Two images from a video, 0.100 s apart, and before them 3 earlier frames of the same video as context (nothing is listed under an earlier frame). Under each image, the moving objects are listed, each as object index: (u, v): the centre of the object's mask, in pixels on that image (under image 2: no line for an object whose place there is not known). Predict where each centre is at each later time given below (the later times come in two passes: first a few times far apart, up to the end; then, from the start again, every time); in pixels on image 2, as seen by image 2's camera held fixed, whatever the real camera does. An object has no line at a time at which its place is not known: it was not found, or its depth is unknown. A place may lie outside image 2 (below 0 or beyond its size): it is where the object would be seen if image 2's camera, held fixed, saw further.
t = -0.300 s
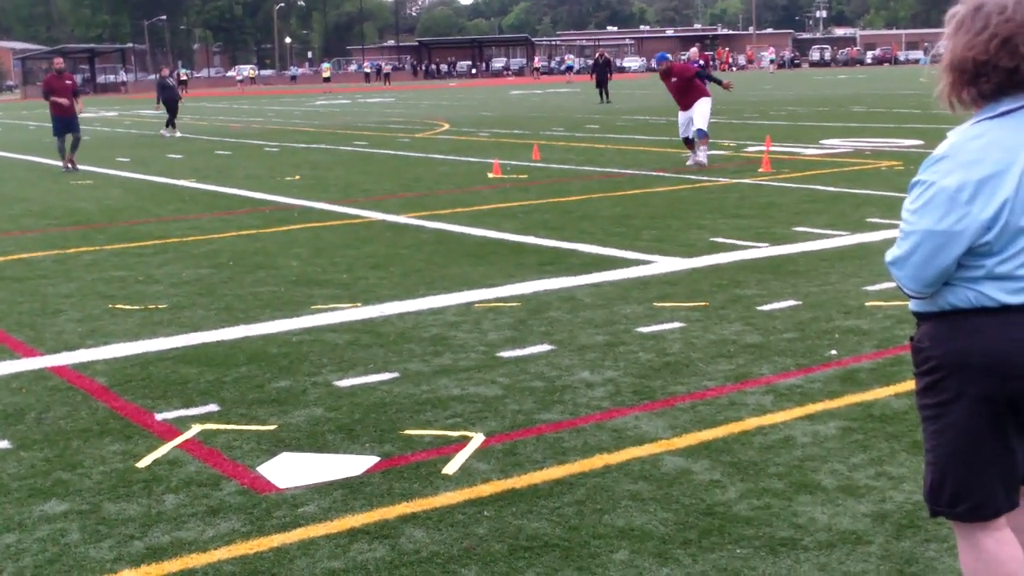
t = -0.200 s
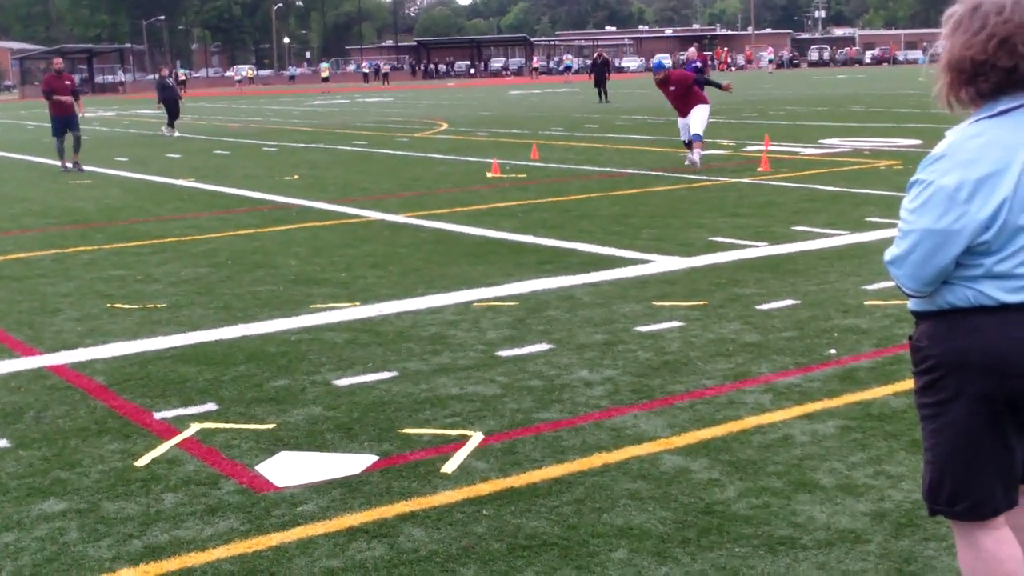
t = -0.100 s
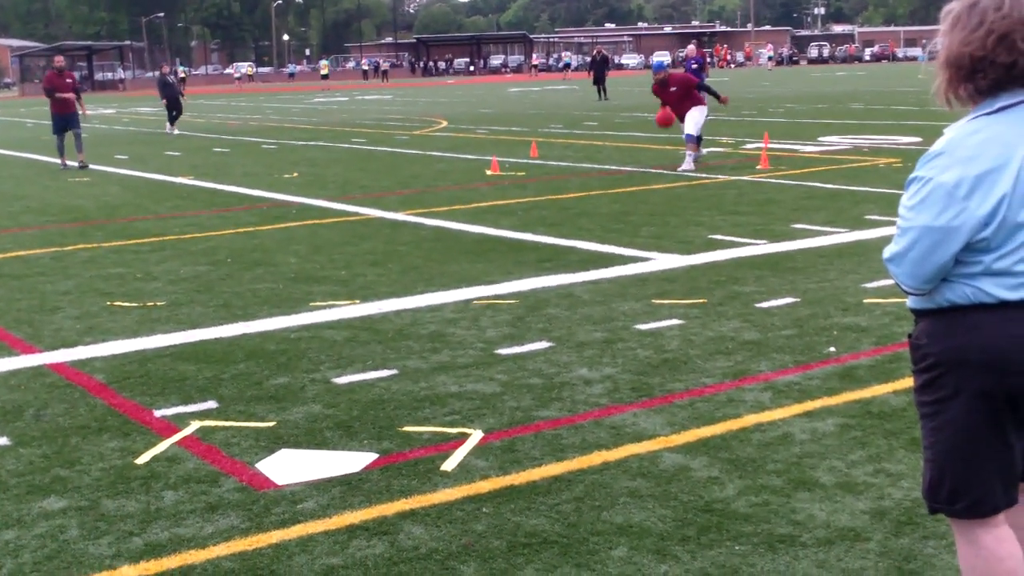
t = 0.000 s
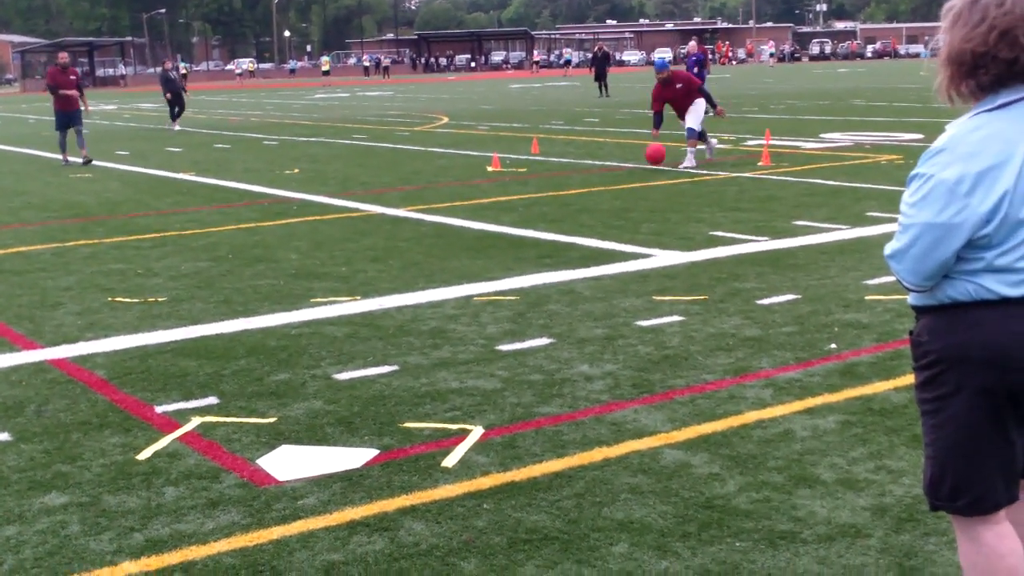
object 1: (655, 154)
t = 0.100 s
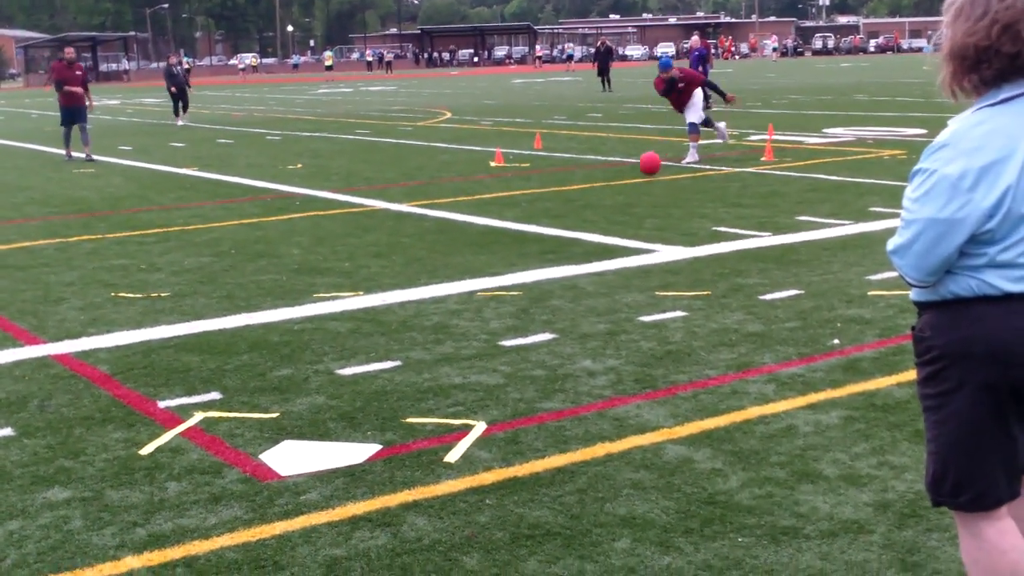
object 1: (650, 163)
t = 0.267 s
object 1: (637, 166)
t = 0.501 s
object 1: (614, 201)
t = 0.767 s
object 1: (578, 253)
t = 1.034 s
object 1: (518, 291)
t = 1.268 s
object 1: (422, 397)
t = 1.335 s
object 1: (381, 420)
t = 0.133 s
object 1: (648, 161)
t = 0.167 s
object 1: (645, 160)
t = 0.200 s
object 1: (643, 161)
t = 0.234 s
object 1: (640, 163)
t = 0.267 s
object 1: (637, 166)
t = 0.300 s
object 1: (634, 171)
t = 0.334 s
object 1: (631, 177)
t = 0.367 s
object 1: (628, 185)
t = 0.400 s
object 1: (624, 197)
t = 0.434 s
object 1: (621, 204)
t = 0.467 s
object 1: (618, 202)
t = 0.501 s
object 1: (614, 201)
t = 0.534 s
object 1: (611, 201)
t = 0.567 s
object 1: (607, 202)
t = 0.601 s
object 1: (603, 205)
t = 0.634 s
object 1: (598, 210)
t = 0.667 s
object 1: (594, 217)
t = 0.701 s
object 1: (589, 226)
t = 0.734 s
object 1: (583, 238)
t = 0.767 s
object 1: (578, 253)
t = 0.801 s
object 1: (572, 263)
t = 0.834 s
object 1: (566, 261)
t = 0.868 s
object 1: (560, 259)
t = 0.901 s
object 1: (553, 261)
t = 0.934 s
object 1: (545, 264)
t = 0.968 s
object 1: (537, 270)
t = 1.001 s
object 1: (528, 279)
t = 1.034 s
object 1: (518, 291)
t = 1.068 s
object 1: (507, 307)
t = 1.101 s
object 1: (496, 327)
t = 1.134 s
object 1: (484, 350)
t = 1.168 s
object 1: (470, 380)
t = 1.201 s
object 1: (456, 389)
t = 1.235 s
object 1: (440, 391)
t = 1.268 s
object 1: (422, 397)
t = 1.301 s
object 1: (402, 408)
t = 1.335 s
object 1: (381, 420)
